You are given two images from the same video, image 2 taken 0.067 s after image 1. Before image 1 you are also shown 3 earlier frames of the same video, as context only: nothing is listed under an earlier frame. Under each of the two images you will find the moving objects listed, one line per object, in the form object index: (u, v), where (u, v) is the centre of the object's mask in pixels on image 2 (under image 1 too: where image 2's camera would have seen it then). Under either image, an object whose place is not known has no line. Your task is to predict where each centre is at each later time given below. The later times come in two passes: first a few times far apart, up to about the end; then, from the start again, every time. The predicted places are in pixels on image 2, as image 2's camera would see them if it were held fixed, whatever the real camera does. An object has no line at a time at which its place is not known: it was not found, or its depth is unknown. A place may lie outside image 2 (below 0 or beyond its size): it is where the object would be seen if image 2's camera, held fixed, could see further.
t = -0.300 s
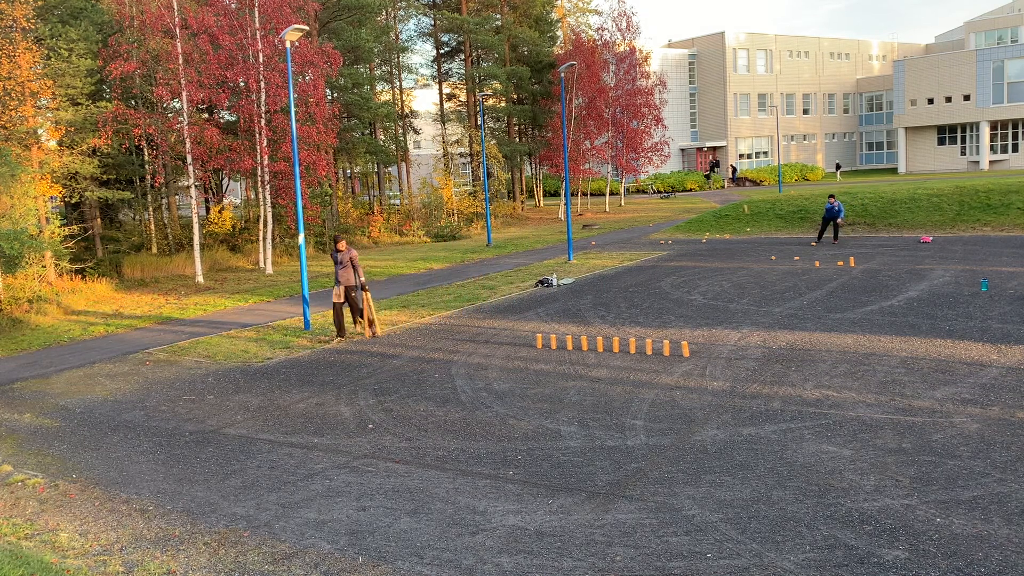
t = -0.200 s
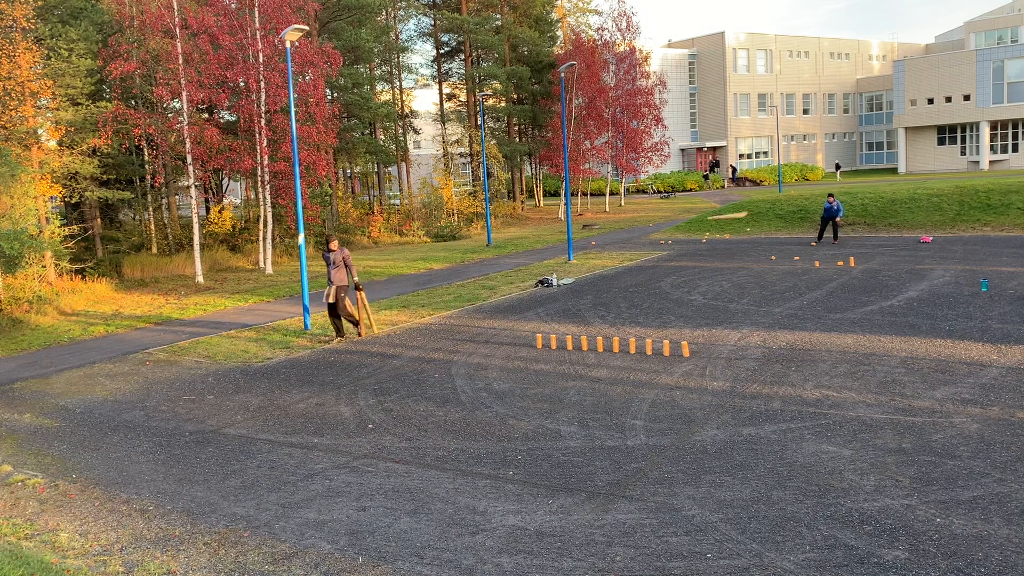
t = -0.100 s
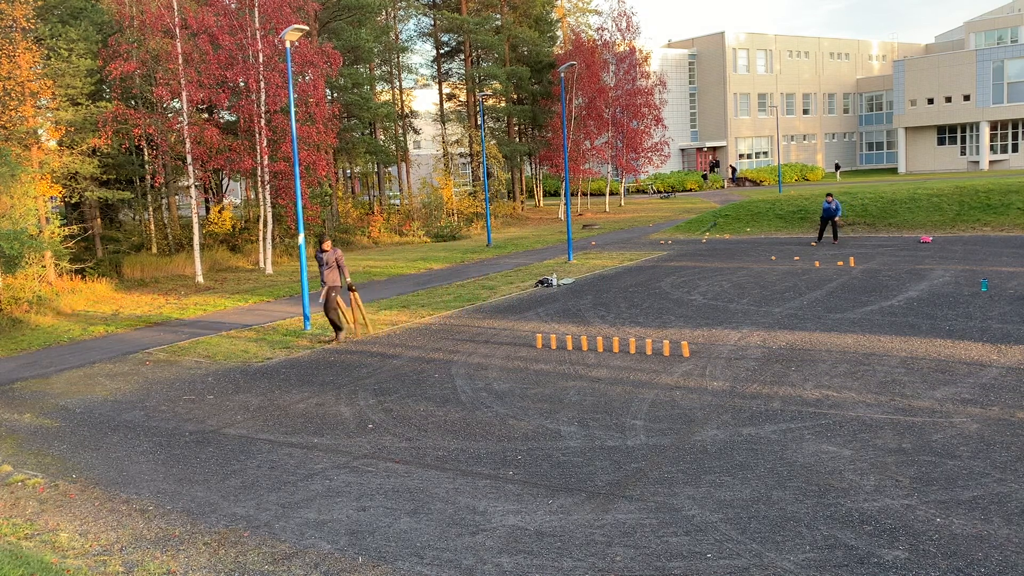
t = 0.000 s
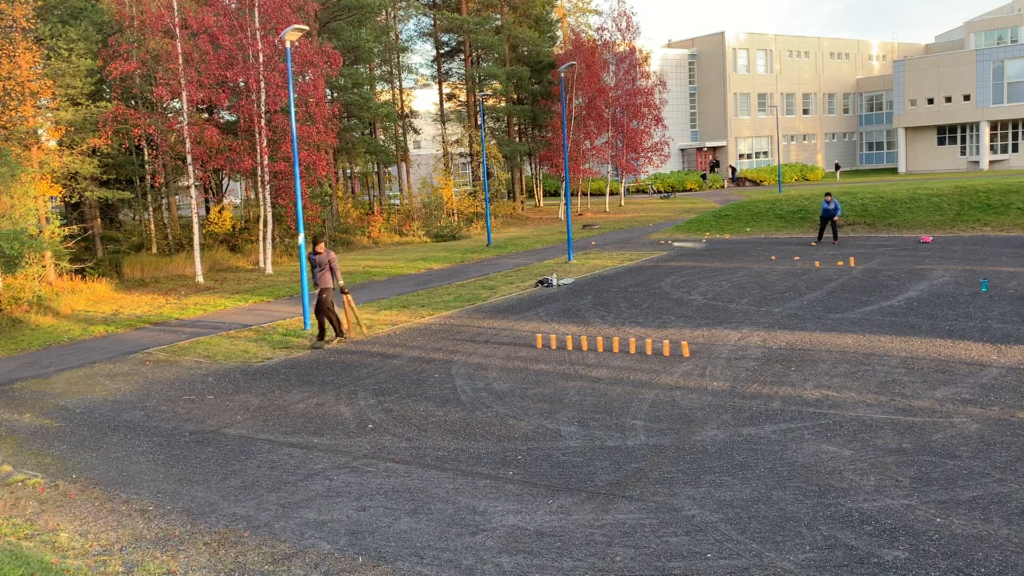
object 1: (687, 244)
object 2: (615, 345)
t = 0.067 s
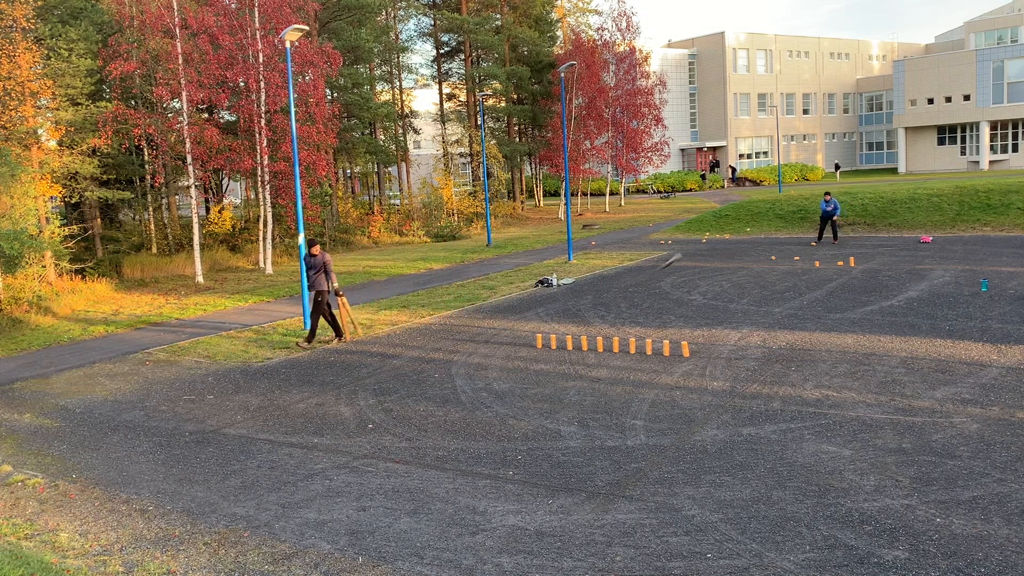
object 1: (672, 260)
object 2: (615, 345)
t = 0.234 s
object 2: (615, 345)
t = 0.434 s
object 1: (582, 350)
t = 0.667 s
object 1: (539, 381)
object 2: (569, 375)
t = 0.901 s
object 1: (495, 408)
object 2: (558, 386)
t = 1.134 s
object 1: (459, 433)
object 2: (555, 393)
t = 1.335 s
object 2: (554, 398)
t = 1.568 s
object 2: (557, 401)
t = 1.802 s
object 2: (558, 402)
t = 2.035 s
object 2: (558, 402)
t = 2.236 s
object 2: (558, 402)
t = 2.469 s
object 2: (558, 402)
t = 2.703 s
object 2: (558, 402)
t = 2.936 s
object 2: (558, 402)
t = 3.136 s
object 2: (558, 402)
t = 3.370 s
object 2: (558, 402)
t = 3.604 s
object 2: (558, 402)
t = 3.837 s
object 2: (558, 402)
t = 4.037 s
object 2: (558, 402)
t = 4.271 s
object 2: (558, 402)
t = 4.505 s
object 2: (558, 402)
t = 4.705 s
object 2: (558, 402)
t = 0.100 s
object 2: (615, 345)
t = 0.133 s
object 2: (615, 345)
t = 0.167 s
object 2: (615, 345)
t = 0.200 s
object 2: (615, 345)
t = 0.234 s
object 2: (615, 345)
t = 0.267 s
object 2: (616, 345)
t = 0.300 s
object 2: (615, 345)
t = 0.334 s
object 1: (603, 345)
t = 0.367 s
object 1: (593, 347)
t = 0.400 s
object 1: (588, 348)
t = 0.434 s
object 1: (582, 350)
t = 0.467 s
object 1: (576, 352)
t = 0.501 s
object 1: (569, 356)
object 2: (587, 360)
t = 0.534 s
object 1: (564, 360)
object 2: (584, 365)
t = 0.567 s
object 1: (556, 365)
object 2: (577, 372)
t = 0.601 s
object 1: (549, 372)
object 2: (574, 375)
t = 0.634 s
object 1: (544, 377)
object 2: (572, 373)
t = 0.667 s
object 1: (539, 381)
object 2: (569, 375)
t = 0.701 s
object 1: (529, 385)
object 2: (568, 377)
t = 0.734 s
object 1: (523, 389)
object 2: (565, 379)
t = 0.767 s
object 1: (519, 393)
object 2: (565, 379)
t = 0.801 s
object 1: (513, 396)
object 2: (563, 380)
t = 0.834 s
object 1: (506, 401)
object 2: (562, 381)
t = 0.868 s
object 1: (501, 405)
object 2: (561, 383)
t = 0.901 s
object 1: (495, 408)
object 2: (558, 386)
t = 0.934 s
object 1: (490, 412)
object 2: (558, 386)
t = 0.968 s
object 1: (484, 416)
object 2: (557, 388)
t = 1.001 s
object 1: (478, 419)
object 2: (555, 390)
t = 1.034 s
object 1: (473, 423)
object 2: (552, 391)
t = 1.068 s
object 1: (468, 427)
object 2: (551, 392)
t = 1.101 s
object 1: (463, 430)
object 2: (551, 394)
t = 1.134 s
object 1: (459, 433)
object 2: (555, 393)
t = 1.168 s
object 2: (551, 395)
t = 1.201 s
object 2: (552, 396)
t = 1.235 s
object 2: (552, 398)
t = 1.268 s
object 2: (552, 398)
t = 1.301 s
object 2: (553, 398)
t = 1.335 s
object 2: (554, 398)
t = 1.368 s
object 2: (554, 399)
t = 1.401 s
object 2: (555, 400)
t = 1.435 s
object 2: (556, 400)
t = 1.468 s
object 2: (557, 401)
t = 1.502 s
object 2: (557, 401)
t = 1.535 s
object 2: (557, 401)
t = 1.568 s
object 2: (557, 401)
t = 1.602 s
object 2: (558, 402)
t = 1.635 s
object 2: (558, 402)
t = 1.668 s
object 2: (558, 402)
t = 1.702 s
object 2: (558, 402)
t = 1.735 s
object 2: (558, 402)
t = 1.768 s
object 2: (558, 402)
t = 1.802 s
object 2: (558, 402)
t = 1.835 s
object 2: (558, 402)
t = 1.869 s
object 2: (558, 402)
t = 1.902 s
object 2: (558, 402)
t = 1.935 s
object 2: (558, 402)
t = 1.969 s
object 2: (558, 402)
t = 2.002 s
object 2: (558, 402)
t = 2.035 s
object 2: (558, 402)
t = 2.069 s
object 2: (558, 402)
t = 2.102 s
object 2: (558, 402)
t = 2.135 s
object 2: (558, 402)
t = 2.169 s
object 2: (558, 402)
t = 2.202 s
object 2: (558, 402)
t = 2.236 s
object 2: (558, 402)
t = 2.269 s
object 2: (558, 402)
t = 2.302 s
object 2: (558, 402)
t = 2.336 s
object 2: (558, 402)
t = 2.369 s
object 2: (558, 402)
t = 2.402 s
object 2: (558, 402)
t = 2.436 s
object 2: (558, 402)
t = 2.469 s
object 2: (558, 402)
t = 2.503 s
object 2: (558, 402)
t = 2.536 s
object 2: (558, 402)
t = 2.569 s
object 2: (558, 402)
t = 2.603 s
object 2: (558, 402)
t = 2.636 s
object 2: (558, 402)
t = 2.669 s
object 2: (558, 402)
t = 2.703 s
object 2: (558, 402)
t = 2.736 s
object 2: (558, 402)
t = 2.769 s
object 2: (558, 402)
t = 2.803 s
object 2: (558, 402)
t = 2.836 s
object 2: (558, 402)
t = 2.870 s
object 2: (558, 402)
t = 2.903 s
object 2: (558, 402)
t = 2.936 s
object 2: (558, 402)
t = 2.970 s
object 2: (558, 402)
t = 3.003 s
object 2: (558, 402)
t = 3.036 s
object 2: (558, 402)
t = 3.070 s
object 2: (558, 402)
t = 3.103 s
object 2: (558, 402)
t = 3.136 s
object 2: (558, 402)
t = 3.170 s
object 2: (558, 402)
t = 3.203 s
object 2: (558, 402)
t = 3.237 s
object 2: (558, 402)
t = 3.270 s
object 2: (558, 402)
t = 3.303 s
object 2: (558, 402)
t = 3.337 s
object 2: (558, 402)
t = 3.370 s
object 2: (558, 402)
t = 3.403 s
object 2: (558, 402)
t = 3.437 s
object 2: (558, 402)
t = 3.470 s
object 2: (558, 402)
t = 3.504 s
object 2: (558, 402)
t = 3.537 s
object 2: (558, 402)
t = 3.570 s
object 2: (558, 402)
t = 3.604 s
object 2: (558, 402)
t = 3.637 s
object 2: (558, 402)
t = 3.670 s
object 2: (558, 402)
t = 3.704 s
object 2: (558, 402)
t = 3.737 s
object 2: (558, 402)
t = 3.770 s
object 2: (558, 402)
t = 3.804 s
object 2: (558, 402)
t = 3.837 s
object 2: (558, 402)
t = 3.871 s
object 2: (558, 402)
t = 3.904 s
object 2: (558, 402)
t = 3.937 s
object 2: (558, 402)
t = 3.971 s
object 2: (558, 402)
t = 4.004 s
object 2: (558, 402)
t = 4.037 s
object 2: (558, 402)
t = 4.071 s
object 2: (558, 402)
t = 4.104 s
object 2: (558, 402)
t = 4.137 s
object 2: (558, 402)
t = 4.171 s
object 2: (558, 402)
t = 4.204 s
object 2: (558, 402)
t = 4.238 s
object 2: (558, 402)
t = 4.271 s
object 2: (558, 402)
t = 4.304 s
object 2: (558, 402)
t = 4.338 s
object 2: (558, 402)
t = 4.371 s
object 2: (558, 402)
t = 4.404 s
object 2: (558, 402)
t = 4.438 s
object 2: (558, 402)
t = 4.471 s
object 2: (558, 402)
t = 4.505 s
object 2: (558, 402)
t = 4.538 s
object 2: (558, 402)
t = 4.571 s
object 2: (558, 402)
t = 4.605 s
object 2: (558, 402)
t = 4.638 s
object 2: (558, 402)
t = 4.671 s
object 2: (558, 402)
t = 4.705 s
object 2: (558, 402)
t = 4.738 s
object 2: (558, 402)
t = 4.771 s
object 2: (558, 402)
